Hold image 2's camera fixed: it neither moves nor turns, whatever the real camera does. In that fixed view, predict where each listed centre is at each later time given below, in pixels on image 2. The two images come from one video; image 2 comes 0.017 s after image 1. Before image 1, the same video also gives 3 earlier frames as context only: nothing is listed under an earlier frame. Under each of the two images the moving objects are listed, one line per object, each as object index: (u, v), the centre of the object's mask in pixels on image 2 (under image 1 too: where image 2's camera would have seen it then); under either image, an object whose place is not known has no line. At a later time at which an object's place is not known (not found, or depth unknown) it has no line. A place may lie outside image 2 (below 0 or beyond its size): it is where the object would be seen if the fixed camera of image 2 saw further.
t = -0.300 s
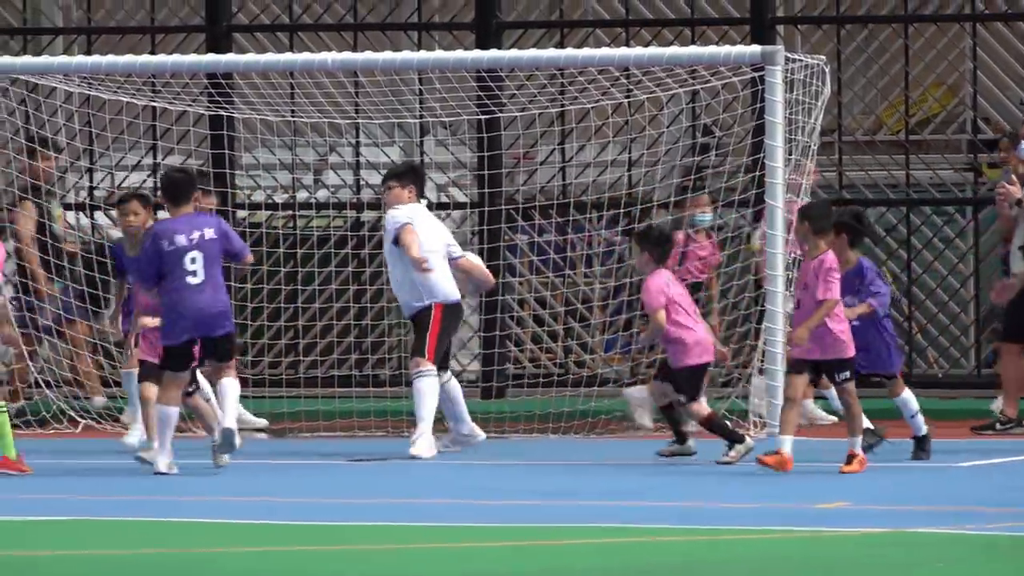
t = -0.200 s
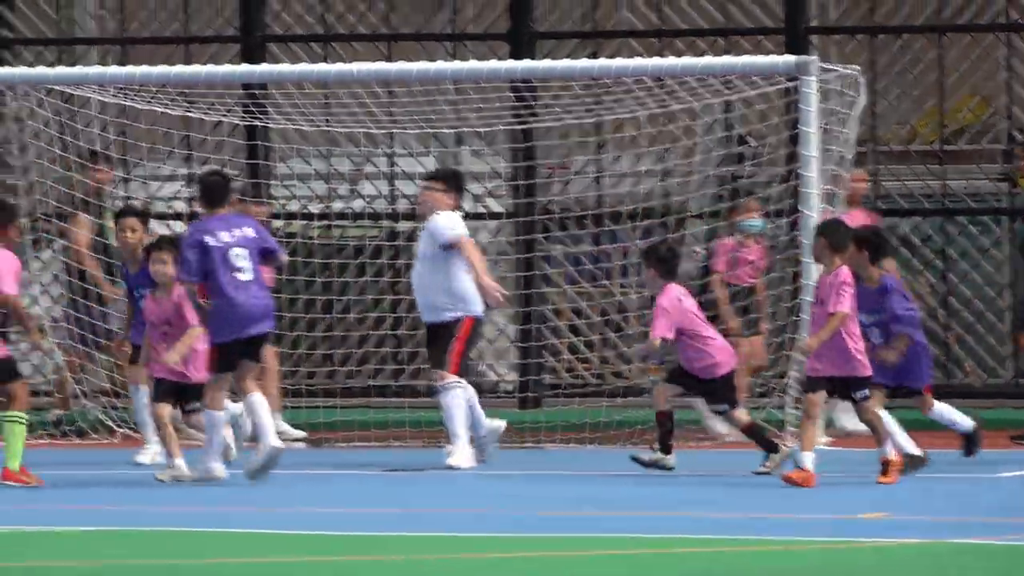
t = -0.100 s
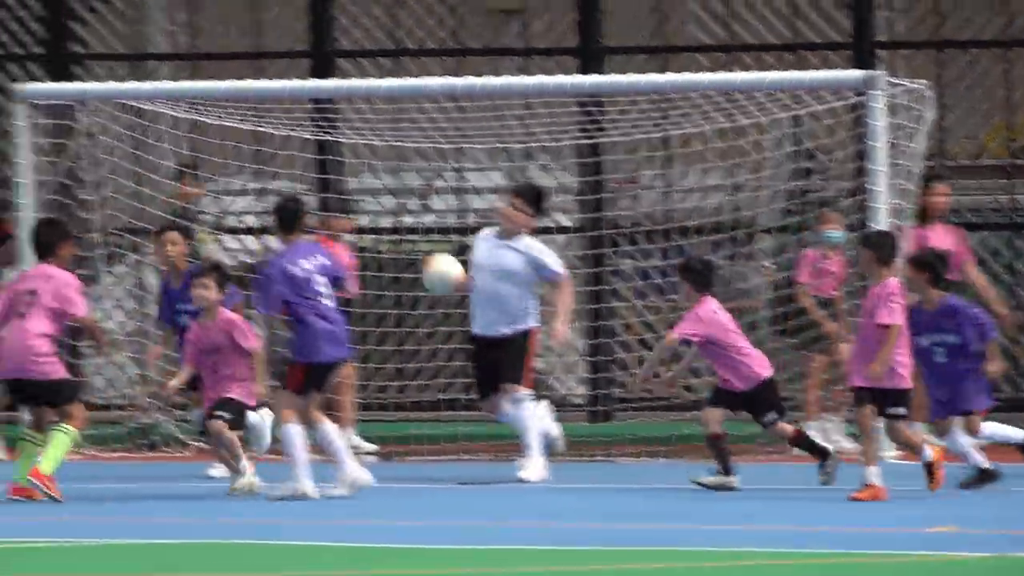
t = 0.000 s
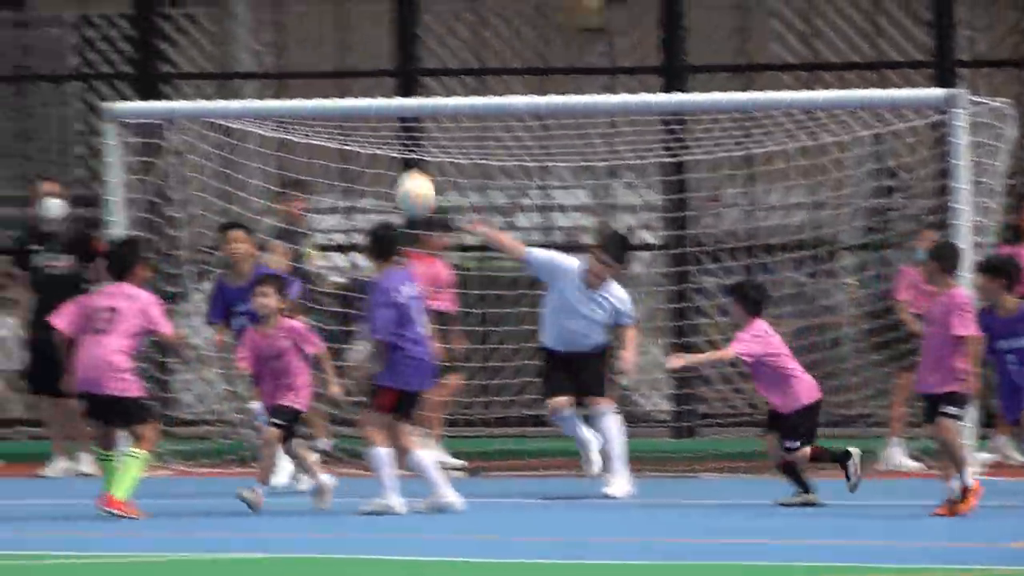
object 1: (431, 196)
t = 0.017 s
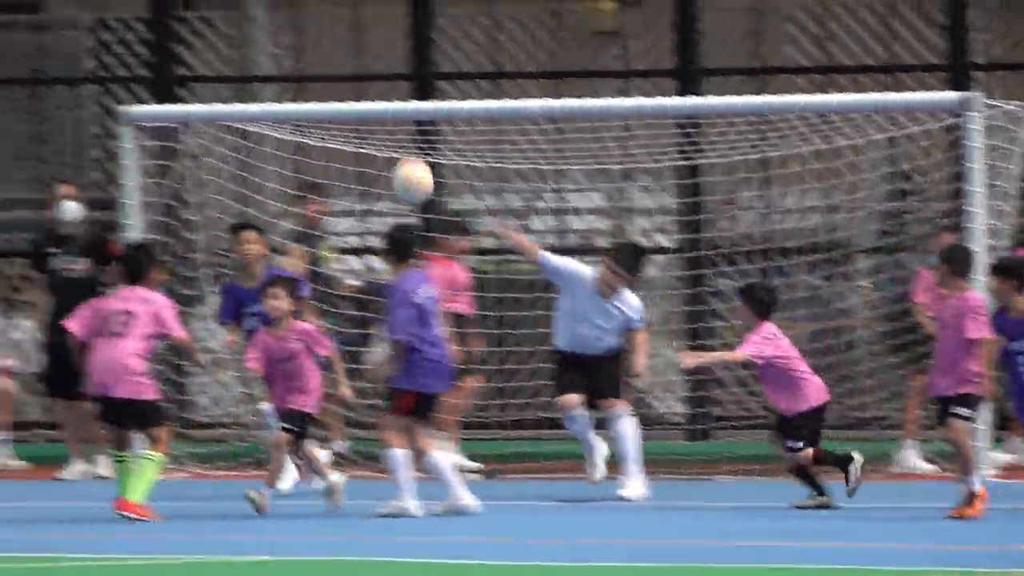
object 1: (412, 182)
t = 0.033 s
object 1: (395, 165)
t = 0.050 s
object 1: (376, 150)
